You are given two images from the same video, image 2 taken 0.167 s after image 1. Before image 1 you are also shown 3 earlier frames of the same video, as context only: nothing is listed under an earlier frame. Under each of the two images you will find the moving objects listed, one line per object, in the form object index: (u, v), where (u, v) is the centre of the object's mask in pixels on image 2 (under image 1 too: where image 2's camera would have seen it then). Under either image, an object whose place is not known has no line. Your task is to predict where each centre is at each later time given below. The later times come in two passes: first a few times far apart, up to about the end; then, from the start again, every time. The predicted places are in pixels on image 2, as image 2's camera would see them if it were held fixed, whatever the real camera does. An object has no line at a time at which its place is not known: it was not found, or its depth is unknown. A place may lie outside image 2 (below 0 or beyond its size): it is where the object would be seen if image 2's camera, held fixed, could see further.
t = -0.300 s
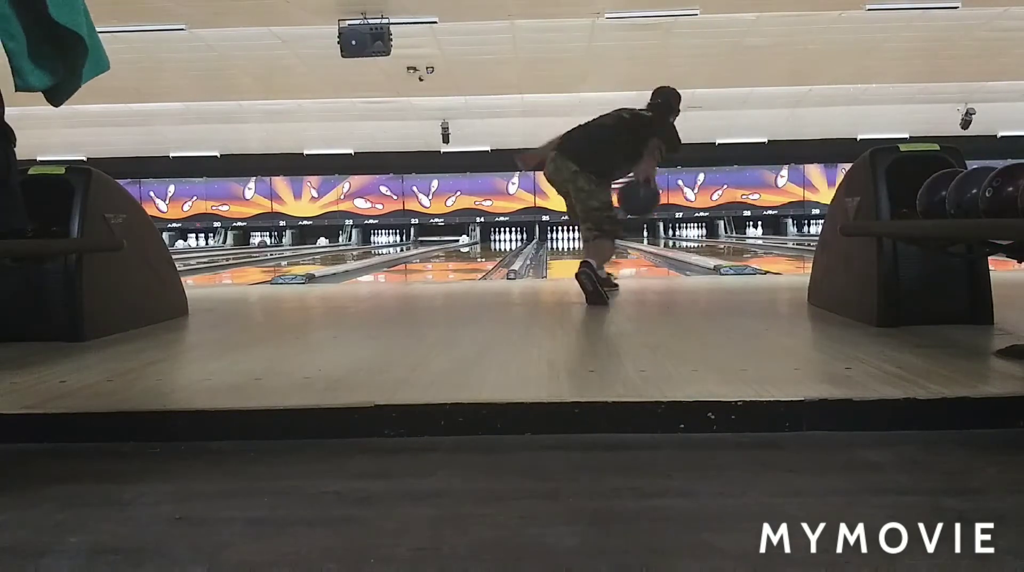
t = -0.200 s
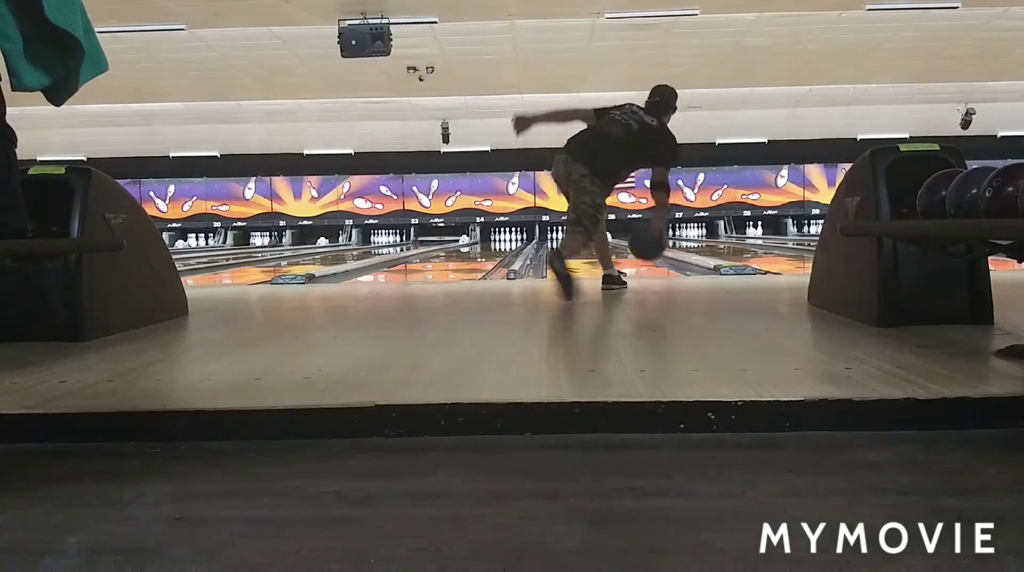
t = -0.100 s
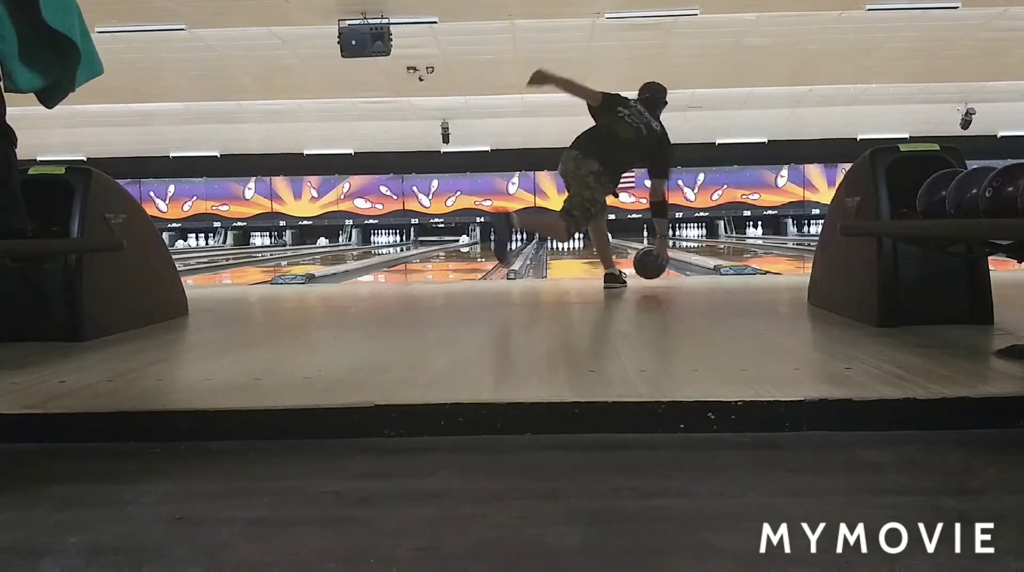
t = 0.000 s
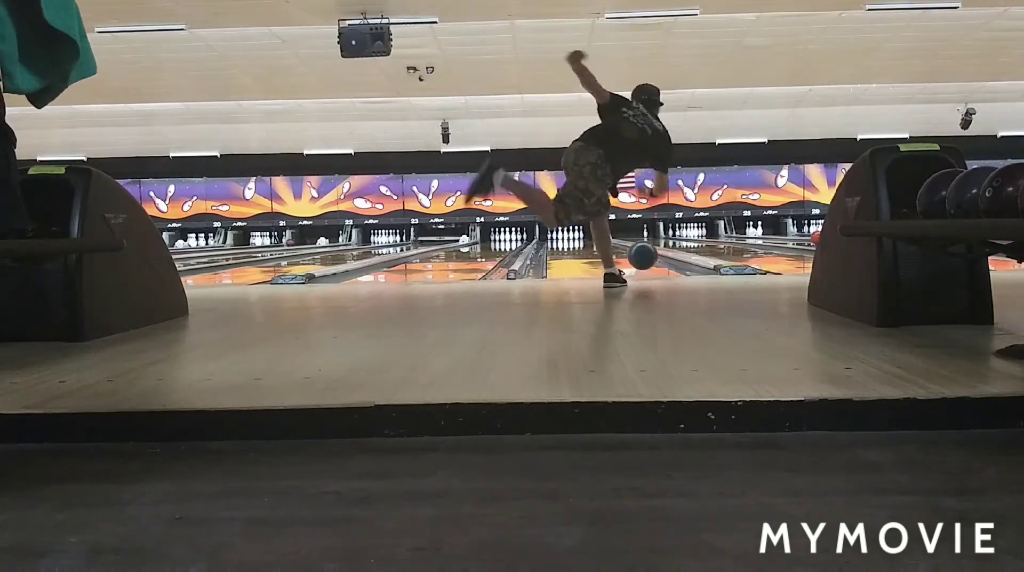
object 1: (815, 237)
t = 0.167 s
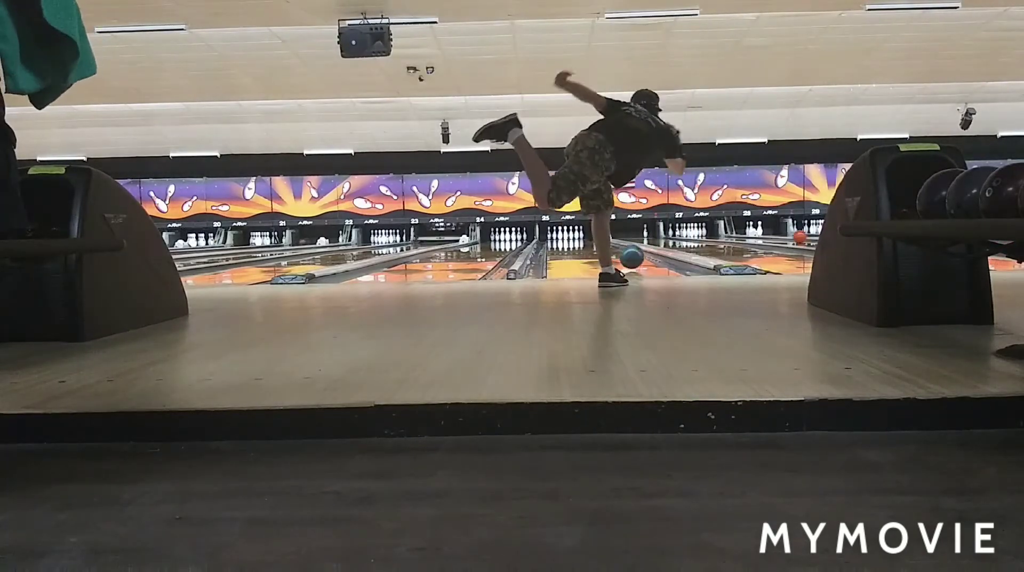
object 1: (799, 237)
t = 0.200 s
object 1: (796, 237)
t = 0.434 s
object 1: (775, 236)
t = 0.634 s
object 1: (760, 236)
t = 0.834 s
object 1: (746, 235)
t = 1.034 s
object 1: (734, 235)
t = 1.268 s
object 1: (722, 234)
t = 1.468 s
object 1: (713, 234)
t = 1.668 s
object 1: (706, 234)
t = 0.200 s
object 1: (796, 237)
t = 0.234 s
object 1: (793, 237)
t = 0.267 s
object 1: (790, 236)
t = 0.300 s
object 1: (787, 236)
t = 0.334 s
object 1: (784, 236)
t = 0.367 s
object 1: (781, 236)
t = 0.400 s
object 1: (778, 236)
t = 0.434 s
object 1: (775, 236)
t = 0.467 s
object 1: (772, 236)
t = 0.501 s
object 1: (770, 236)
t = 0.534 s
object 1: (767, 236)
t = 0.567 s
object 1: (765, 236)
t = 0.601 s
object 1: (762, 236)
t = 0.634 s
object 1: (760, 236)
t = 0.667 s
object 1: (757, 236)
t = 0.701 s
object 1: (755, 236)
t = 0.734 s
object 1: (753, 235)
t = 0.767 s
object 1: (750, 236)
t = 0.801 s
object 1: (748, 235)
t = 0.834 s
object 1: (746, 235)
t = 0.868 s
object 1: (744, 235)
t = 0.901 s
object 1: (742, 235)
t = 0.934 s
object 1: (740, 235)
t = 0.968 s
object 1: (738, 235)
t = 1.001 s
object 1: (736, 235)
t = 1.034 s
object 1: (734, 235)
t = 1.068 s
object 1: (732, 235)
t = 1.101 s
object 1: (730, 235)
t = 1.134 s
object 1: (729, 235)
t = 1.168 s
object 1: (727, 235)
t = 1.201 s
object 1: (726, 234)
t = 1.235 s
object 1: (724, 234)
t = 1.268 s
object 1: (722, 234)
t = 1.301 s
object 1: (720, 234)
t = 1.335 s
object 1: (719, 234)
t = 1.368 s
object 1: (718, 234)
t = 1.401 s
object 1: (716, 234)
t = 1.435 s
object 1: (715, 234)
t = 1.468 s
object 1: (713, 234)
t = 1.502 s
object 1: (712, 234)
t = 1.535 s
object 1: (711, 234)
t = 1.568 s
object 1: (710, 234)
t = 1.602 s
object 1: (709, 234)
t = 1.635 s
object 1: (707, 234)
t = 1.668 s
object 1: (706, 234)
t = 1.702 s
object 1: (705, 234)
